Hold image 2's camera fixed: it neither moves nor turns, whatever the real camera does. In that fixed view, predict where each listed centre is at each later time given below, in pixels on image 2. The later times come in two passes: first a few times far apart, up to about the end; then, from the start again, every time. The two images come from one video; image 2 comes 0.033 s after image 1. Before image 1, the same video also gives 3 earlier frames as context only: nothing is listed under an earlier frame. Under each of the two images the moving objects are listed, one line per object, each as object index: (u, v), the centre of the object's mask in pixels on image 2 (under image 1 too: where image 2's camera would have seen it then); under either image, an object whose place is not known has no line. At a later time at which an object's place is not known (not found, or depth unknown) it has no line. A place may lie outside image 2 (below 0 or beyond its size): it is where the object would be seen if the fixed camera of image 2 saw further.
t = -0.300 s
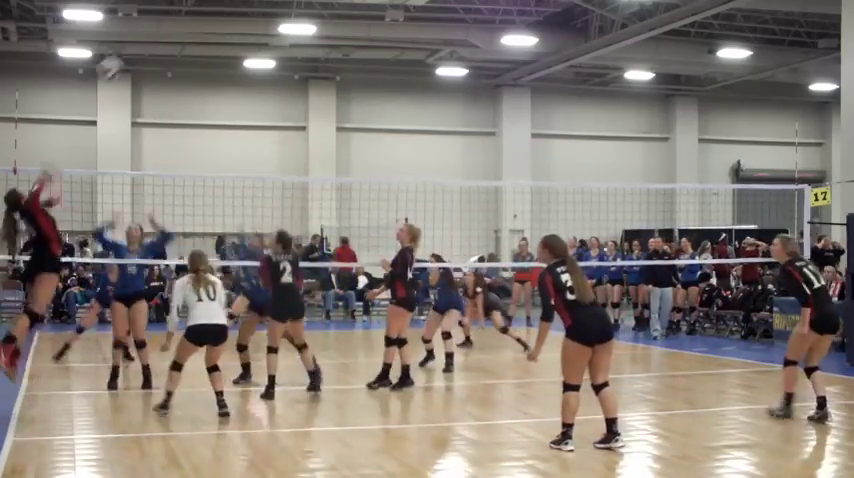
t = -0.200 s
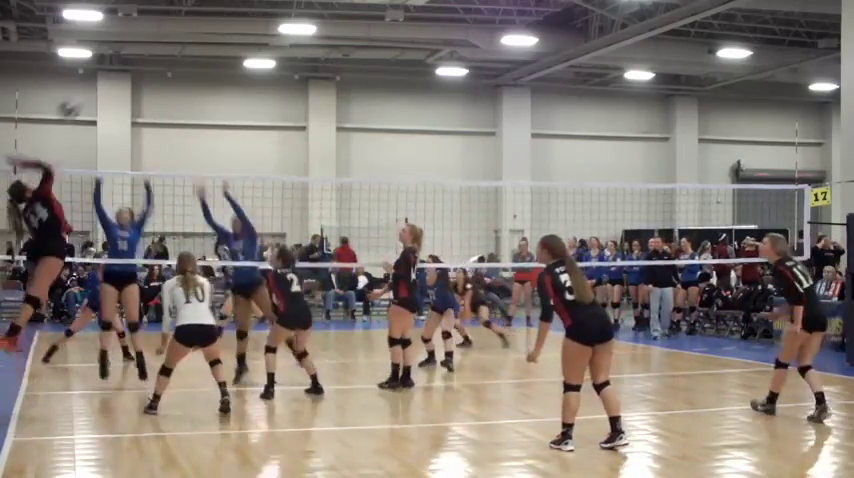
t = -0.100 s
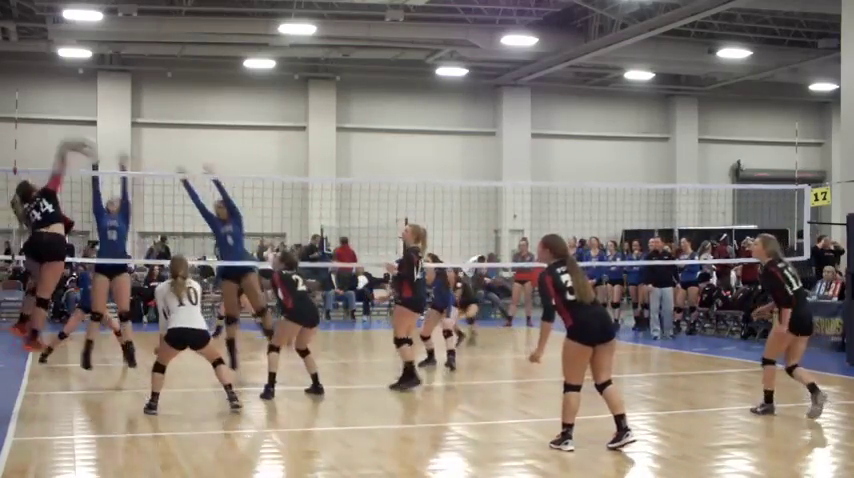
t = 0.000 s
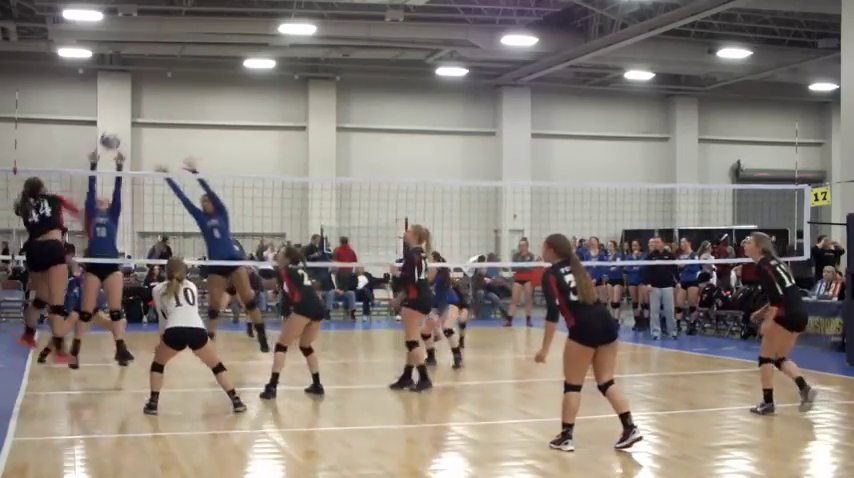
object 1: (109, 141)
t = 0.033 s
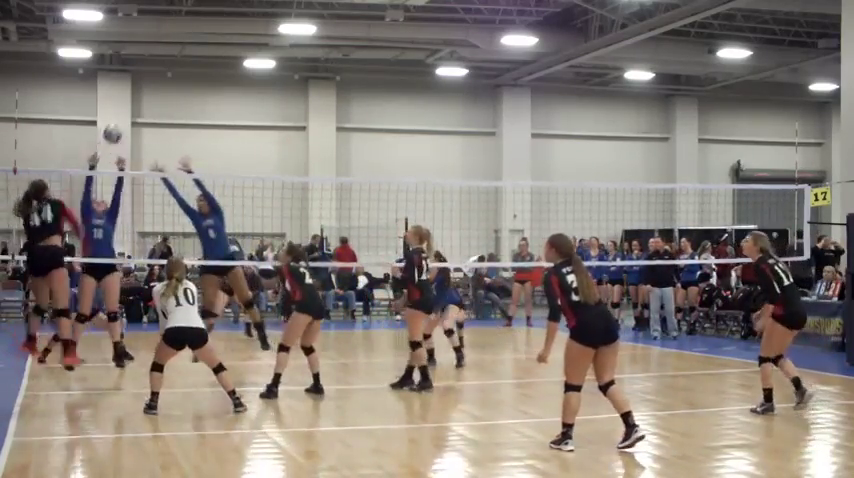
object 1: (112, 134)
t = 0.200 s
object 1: (126, 119)
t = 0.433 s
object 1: (145, 140)
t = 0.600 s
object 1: (158, 186)
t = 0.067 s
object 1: (115, 129)
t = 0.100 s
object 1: (118, 125)
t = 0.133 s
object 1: (121, 122)
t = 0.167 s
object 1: (123, 120)
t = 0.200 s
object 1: (126, 119)
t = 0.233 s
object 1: (129, 119)
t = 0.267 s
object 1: (131, 119)
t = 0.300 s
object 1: (134, 122)
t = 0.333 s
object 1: (137, 124)
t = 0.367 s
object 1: (139, 128)
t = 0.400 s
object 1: (141, 132)
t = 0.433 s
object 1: (145, 140)
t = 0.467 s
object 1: (147, 144)
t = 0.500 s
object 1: (150, 154)
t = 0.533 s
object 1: (152, 163)
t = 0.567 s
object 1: (155, 173)
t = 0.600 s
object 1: (158, 186)
